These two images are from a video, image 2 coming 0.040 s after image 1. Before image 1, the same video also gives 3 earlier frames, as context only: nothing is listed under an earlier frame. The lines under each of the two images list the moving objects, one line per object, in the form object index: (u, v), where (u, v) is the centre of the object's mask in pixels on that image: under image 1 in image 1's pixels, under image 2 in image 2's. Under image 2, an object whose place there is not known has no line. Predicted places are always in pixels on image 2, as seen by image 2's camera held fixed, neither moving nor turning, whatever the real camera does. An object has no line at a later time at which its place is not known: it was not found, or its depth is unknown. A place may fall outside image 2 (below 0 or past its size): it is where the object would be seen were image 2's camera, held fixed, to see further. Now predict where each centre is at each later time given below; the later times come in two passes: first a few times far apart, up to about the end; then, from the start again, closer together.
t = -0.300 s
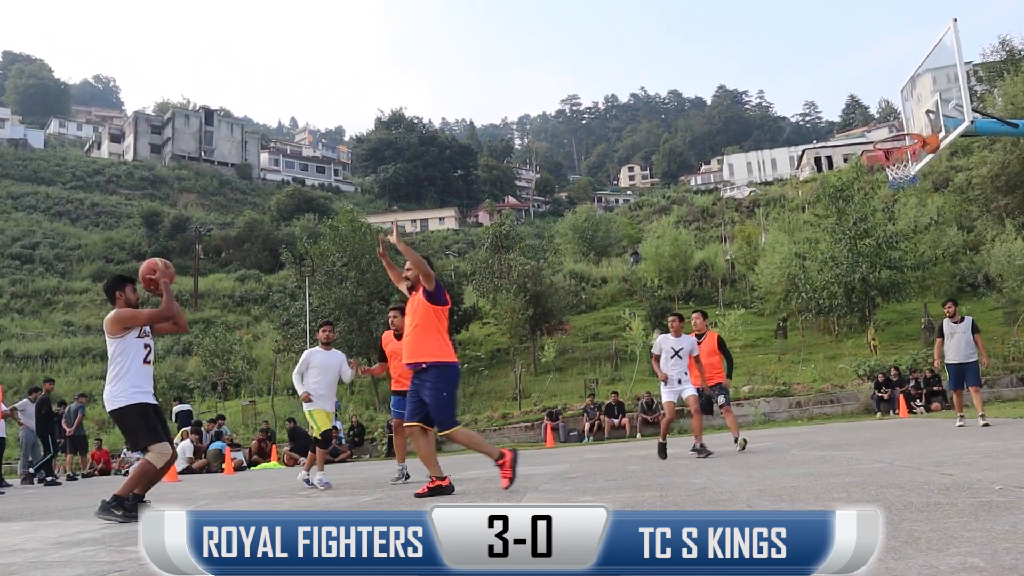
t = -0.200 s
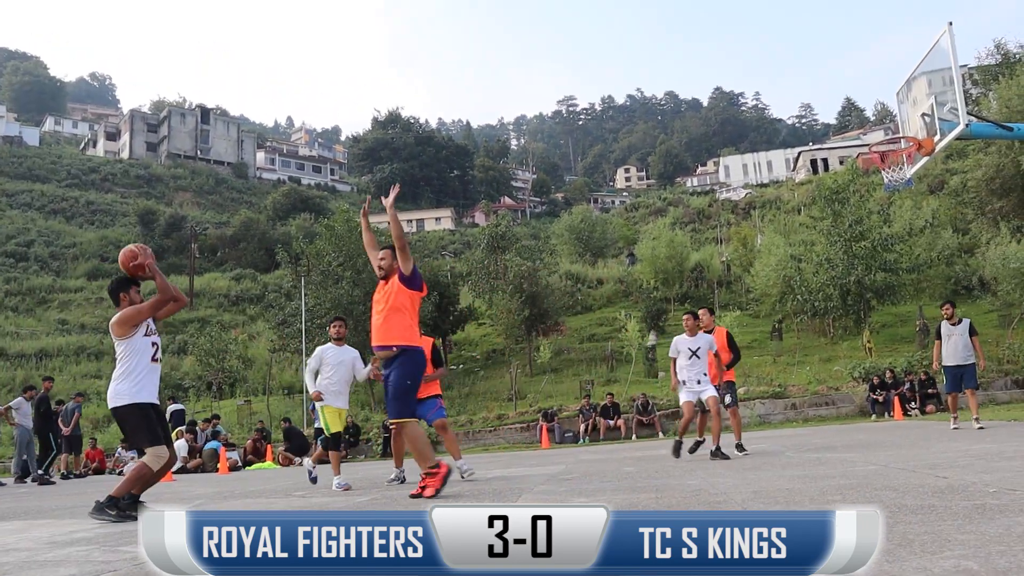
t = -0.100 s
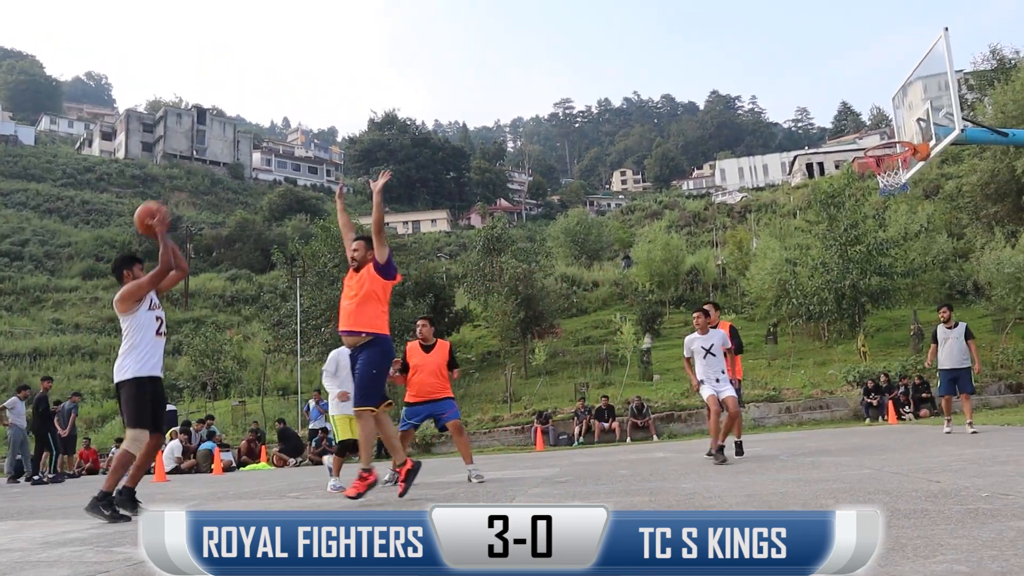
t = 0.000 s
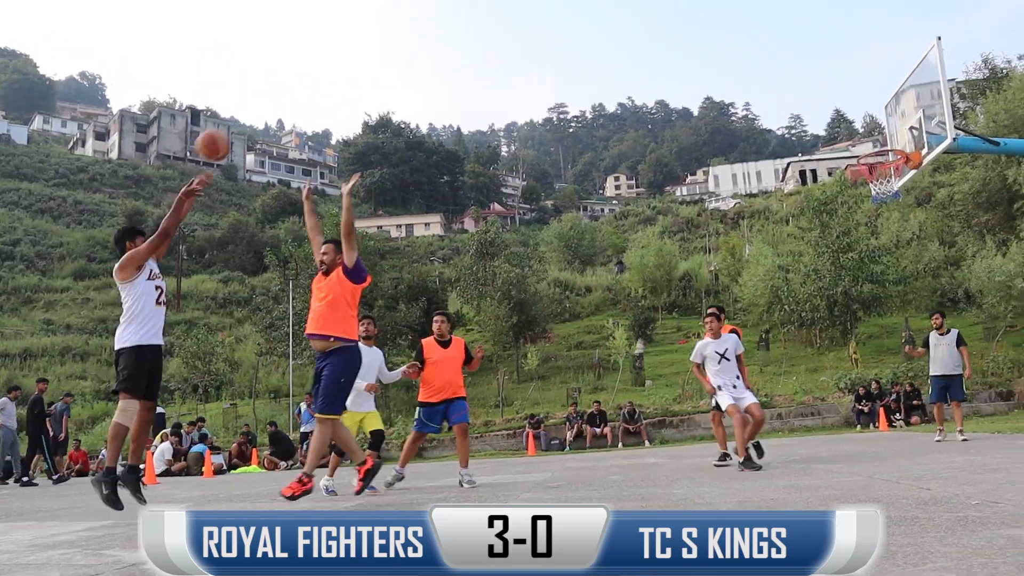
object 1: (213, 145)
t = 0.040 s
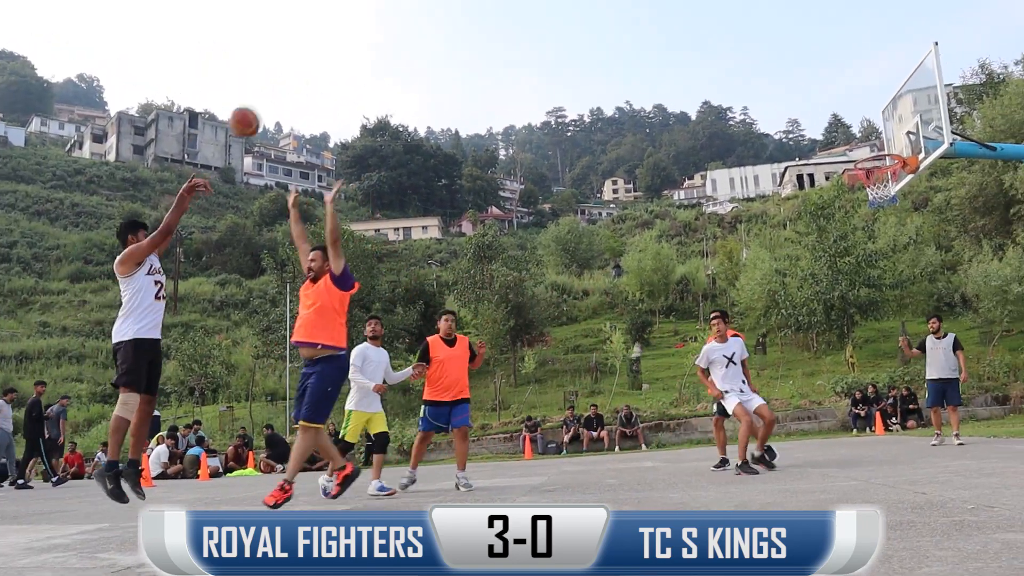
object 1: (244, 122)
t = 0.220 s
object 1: (383, 34)
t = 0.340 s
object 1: (464, 2)
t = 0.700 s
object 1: (668, 3)
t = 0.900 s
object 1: (767, 52)
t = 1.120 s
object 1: (870, 141)
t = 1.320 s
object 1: (857, 215)
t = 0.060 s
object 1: (262, 109)
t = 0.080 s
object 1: (278, 97)
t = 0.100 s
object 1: (293, 86)
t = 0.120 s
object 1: (309, 76)
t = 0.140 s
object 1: (325, 66)
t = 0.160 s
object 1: (340, 57)
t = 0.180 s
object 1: (354, 49)
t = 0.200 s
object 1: (369, 41)
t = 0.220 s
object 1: (383, 34)
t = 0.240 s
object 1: (397, 27)
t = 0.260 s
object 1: (411, 21)
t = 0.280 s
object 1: (424, 15)
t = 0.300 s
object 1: (438, 10)
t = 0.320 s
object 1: (451, 6)
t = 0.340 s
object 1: (464, 2)
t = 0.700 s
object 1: (668, 3)
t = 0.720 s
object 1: (678, 6)
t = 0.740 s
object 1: (689, 10)
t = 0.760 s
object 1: (698, 15)
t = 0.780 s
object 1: (708, 19)
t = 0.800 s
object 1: (719, 24)
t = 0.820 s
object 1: (728, 29)
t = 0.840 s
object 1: (738, 34)
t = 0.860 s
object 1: (748, 40)
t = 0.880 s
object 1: (757, 46)
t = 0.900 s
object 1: (767, 52)
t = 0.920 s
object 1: (777, 59)
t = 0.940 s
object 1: (786, 66)
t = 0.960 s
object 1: (796, 73)
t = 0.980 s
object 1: (806, 81)
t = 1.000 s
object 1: (815, 89)
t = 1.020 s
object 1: (824, 97)
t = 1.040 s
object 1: (833, 106)
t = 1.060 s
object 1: (843, 114)
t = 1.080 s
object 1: (852, 123)
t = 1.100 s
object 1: (861, 133)
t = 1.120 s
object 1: (870, 141)
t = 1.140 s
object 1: (879, 151)
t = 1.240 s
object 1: (871, 197)
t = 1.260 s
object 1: (870, 205)
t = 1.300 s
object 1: (861, 209)
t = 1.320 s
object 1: (857, 215)
